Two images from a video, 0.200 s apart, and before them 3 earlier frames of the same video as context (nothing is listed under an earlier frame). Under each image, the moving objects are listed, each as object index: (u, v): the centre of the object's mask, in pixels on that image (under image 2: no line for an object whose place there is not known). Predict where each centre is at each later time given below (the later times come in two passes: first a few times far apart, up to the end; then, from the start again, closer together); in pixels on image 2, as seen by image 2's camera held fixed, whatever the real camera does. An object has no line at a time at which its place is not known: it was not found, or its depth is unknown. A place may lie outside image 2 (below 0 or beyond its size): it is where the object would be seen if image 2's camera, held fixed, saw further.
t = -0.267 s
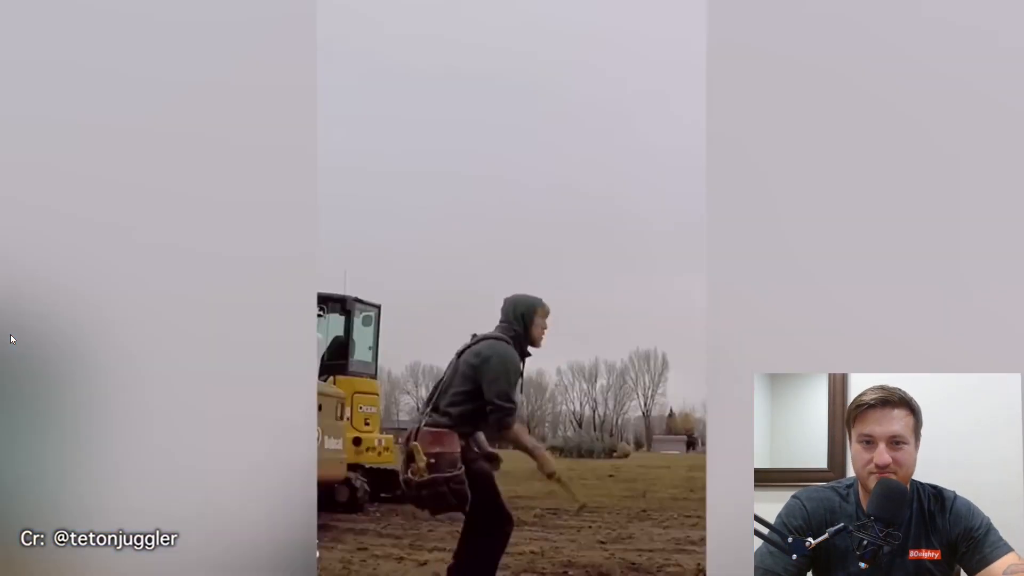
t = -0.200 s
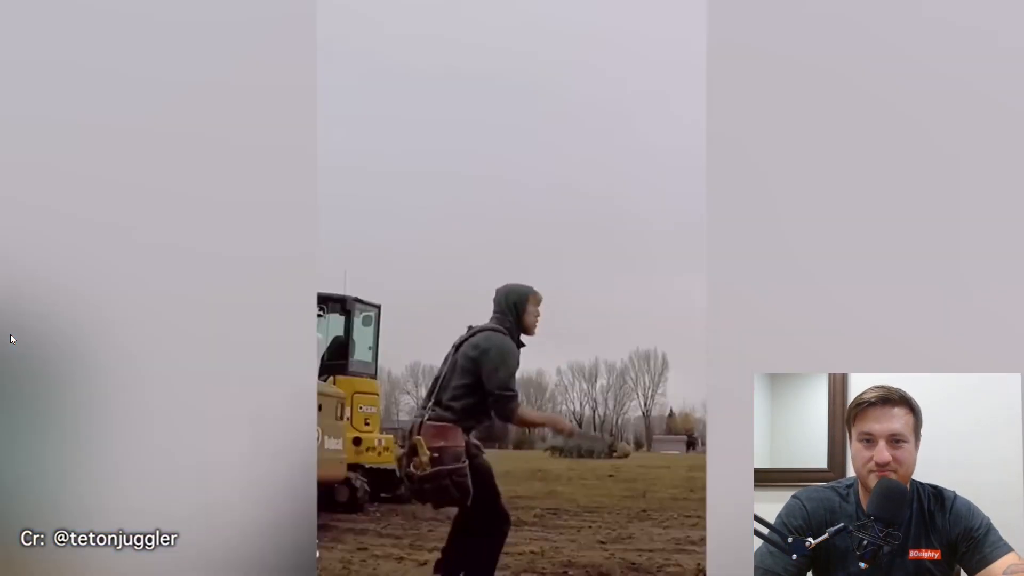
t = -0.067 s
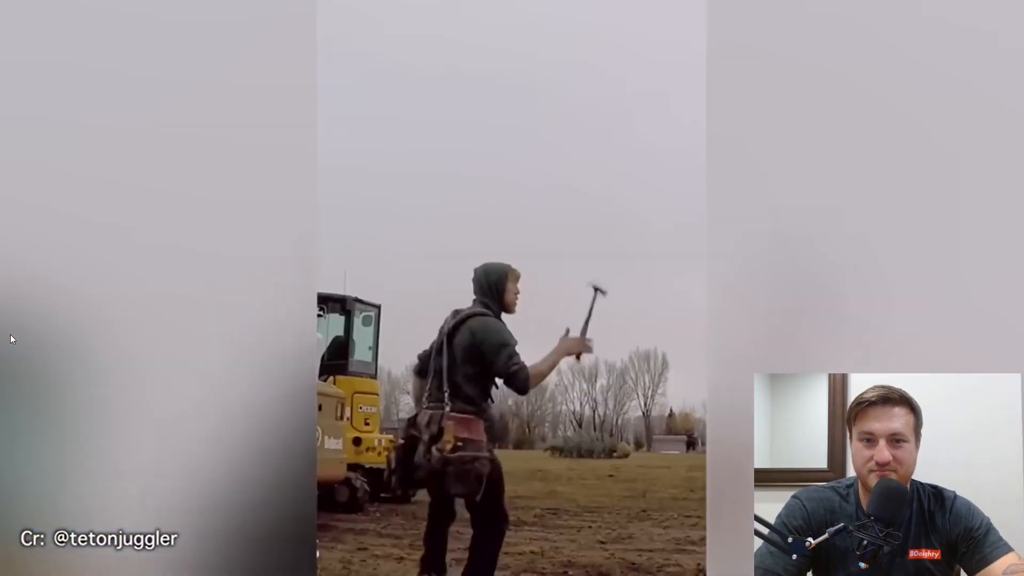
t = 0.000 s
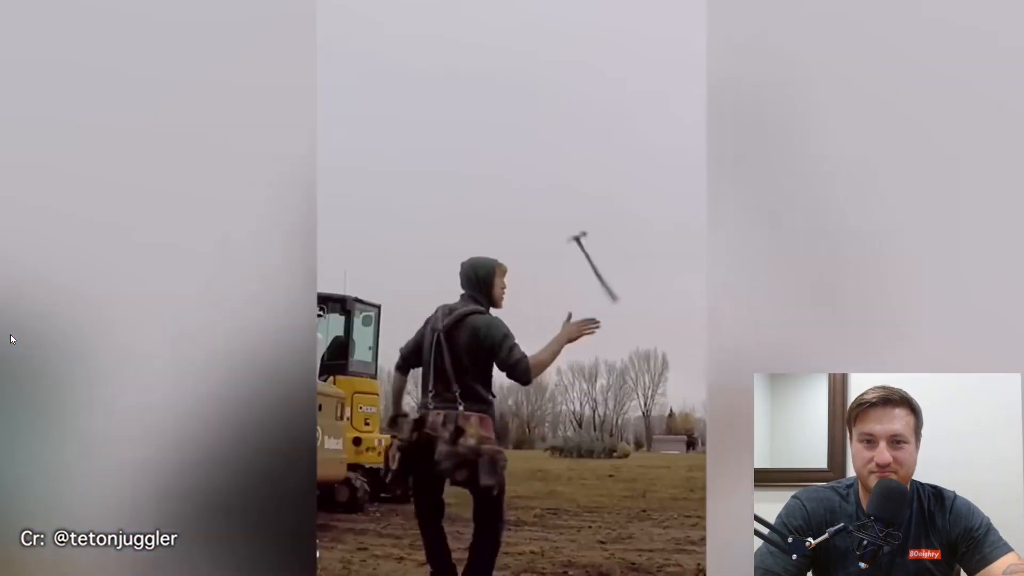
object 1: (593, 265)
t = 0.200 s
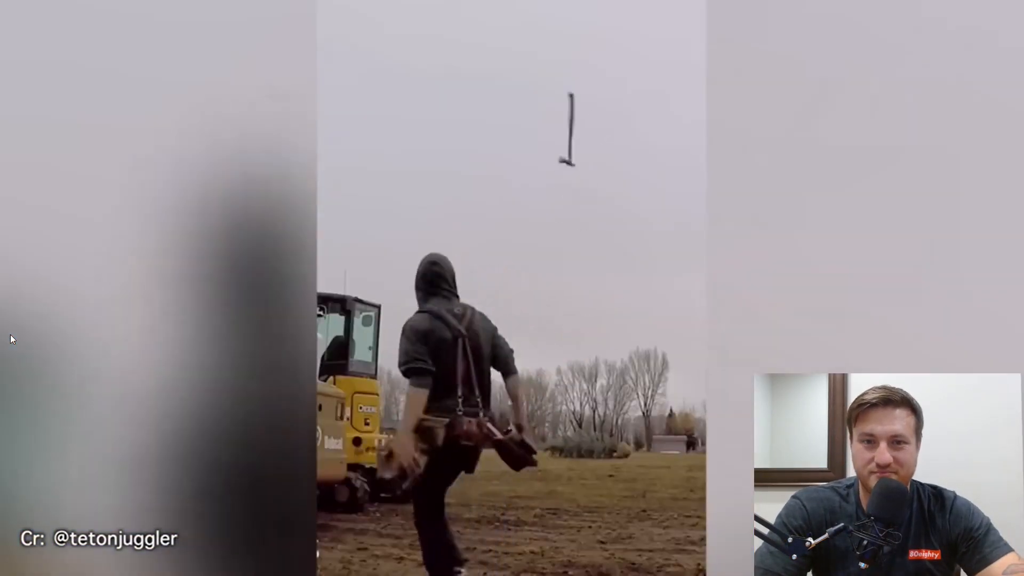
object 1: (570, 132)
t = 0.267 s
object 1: (552, 115)
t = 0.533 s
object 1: (550, 134)
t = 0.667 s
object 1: (530, 166)
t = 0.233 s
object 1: (561, 123)
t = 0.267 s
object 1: (552, 115)
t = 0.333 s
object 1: (543, 114)
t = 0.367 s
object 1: (542, 116)
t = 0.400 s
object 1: (542, 120)
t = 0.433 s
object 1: (544, 125)
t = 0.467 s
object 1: (548, 128)
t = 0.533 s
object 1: (550, 134)
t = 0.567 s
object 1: (547, 138)
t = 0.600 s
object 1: (544, 144)
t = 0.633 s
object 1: (538, 154)
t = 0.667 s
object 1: (530, 166)
